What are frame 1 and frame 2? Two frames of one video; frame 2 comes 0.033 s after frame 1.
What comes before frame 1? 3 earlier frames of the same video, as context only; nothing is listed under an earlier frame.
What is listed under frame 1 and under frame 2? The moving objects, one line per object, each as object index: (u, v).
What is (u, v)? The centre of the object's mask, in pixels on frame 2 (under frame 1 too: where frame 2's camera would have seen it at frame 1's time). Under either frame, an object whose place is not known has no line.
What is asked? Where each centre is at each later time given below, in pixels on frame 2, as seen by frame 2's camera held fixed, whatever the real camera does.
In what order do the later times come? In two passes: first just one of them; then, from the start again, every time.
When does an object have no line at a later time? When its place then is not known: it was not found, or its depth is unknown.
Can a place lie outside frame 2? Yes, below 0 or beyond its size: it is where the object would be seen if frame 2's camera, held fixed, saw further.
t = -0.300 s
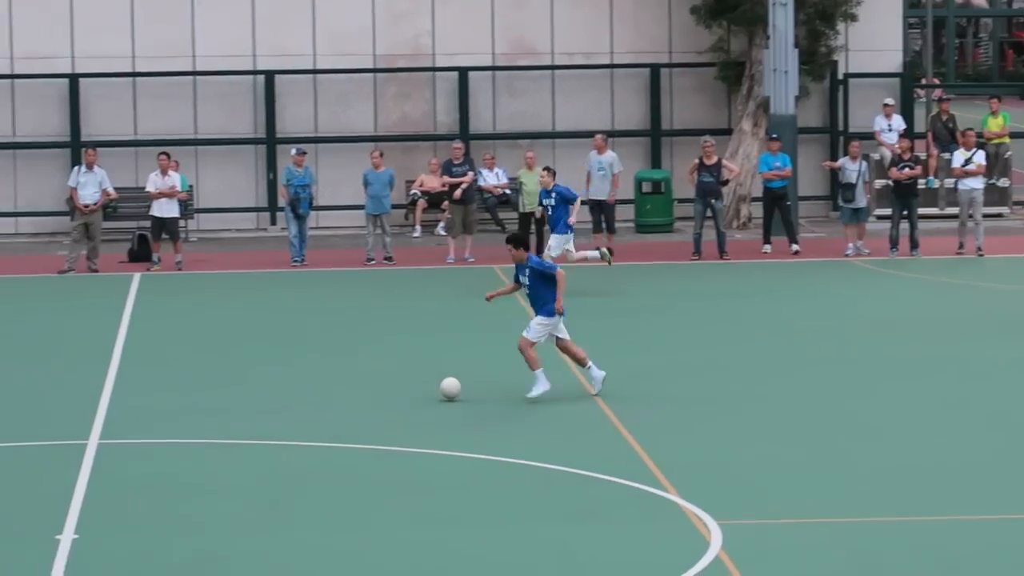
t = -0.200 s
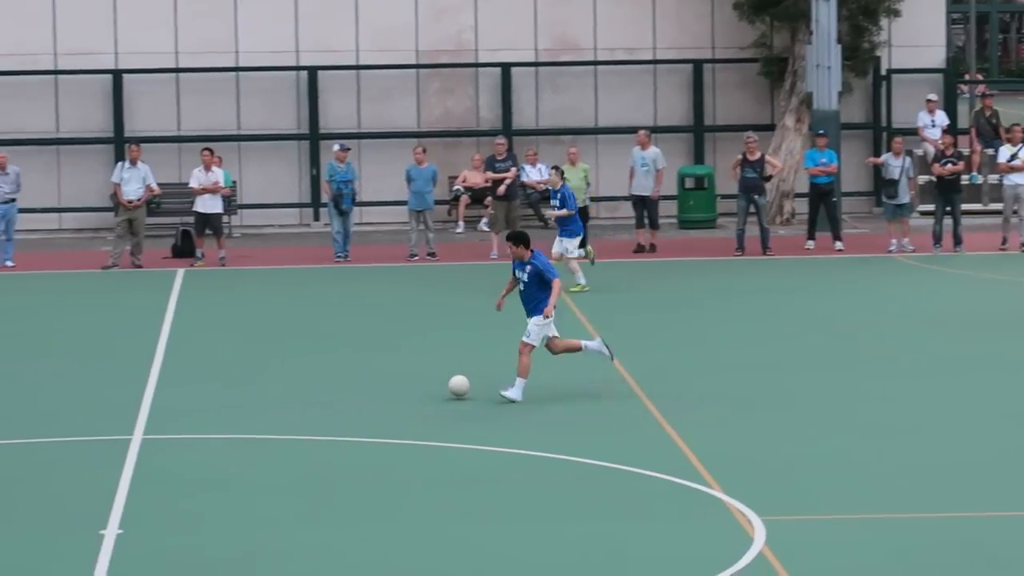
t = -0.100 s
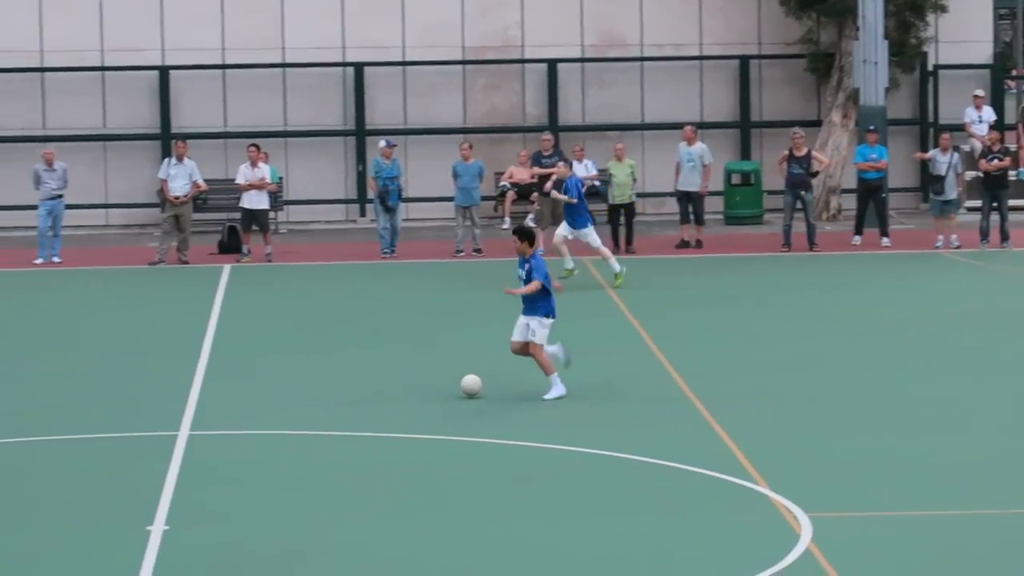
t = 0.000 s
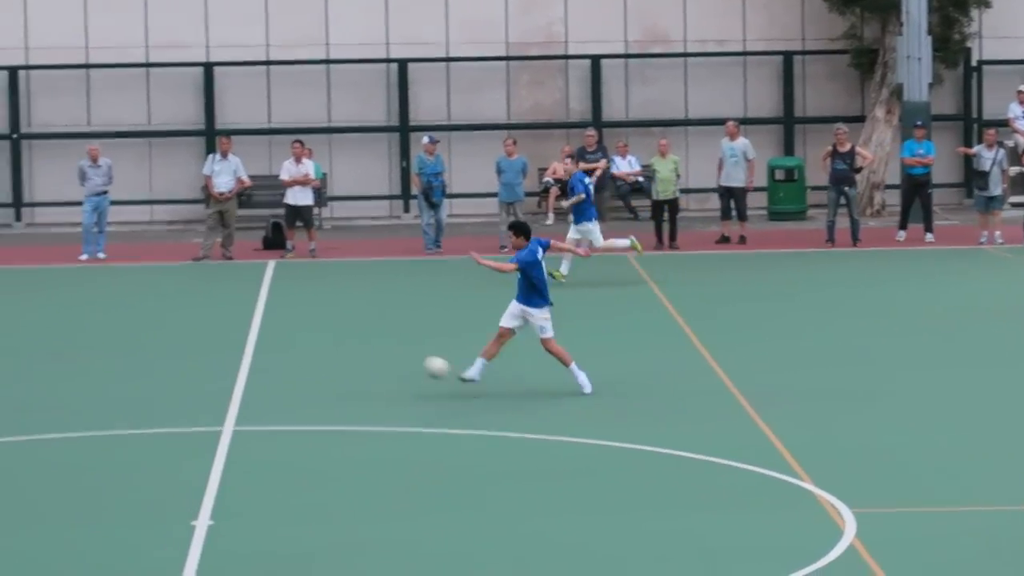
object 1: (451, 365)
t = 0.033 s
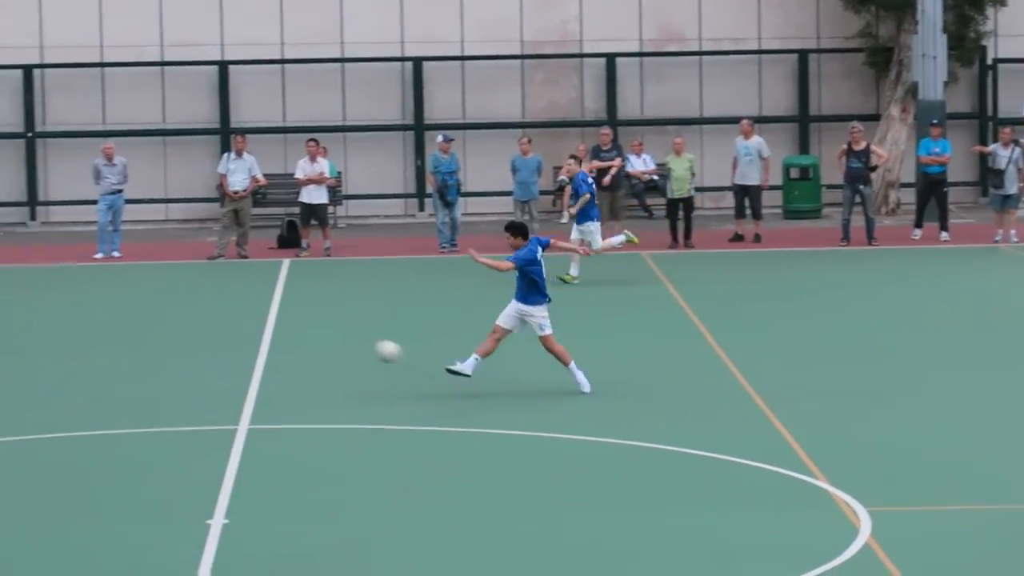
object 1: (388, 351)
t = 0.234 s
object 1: (7, 276)
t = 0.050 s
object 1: (356, 343)
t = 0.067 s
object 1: (325, 336)
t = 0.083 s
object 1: (293, 329)
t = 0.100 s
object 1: (261, 322)
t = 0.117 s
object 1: (230, 316)
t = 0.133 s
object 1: (198, 310)
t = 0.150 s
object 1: (166, 304)
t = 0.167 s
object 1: (134, 298)
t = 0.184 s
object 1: (102, 292)
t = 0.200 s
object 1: (70, 286)
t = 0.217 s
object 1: (38, 280)
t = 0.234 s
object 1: (7, 276)
